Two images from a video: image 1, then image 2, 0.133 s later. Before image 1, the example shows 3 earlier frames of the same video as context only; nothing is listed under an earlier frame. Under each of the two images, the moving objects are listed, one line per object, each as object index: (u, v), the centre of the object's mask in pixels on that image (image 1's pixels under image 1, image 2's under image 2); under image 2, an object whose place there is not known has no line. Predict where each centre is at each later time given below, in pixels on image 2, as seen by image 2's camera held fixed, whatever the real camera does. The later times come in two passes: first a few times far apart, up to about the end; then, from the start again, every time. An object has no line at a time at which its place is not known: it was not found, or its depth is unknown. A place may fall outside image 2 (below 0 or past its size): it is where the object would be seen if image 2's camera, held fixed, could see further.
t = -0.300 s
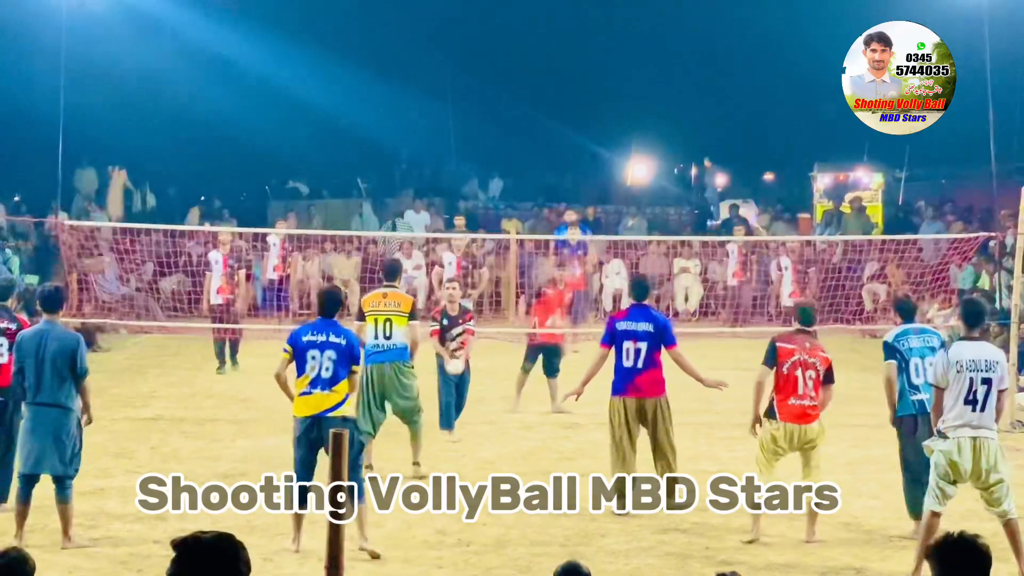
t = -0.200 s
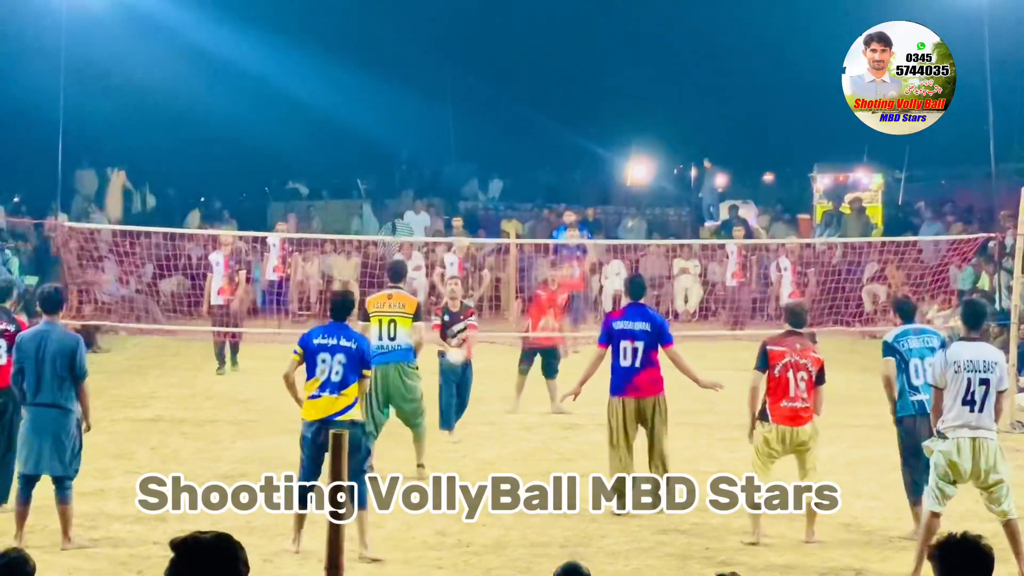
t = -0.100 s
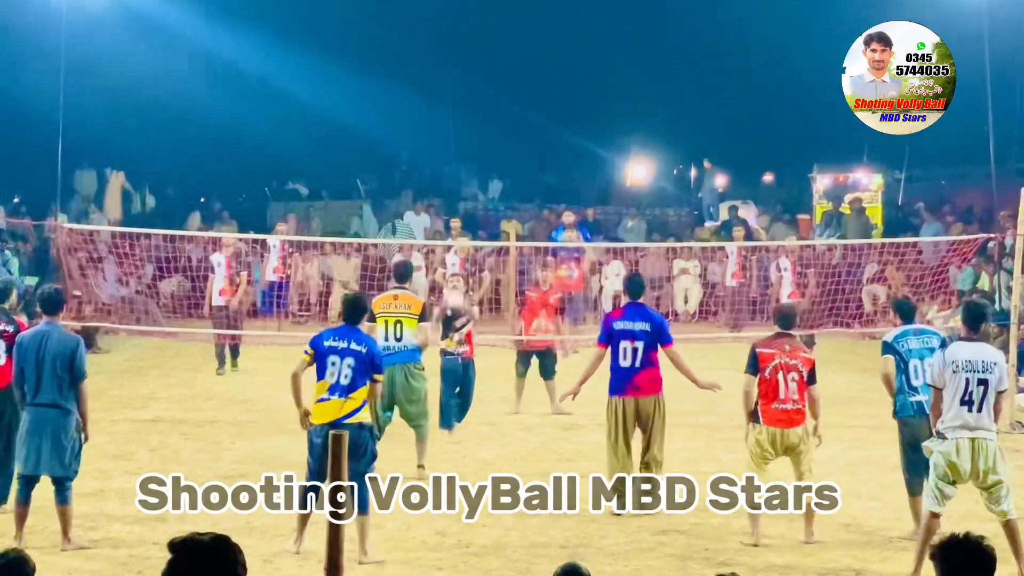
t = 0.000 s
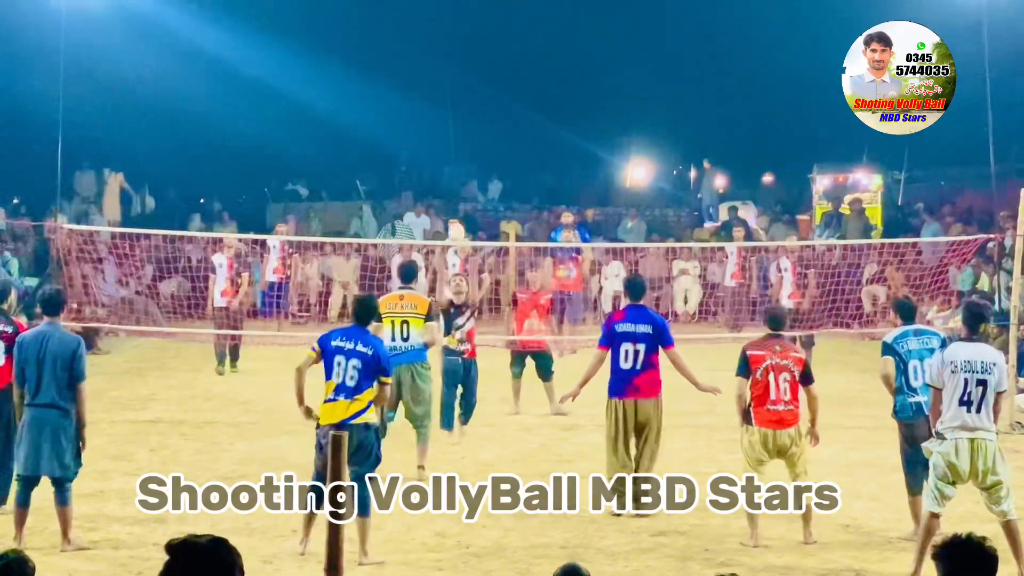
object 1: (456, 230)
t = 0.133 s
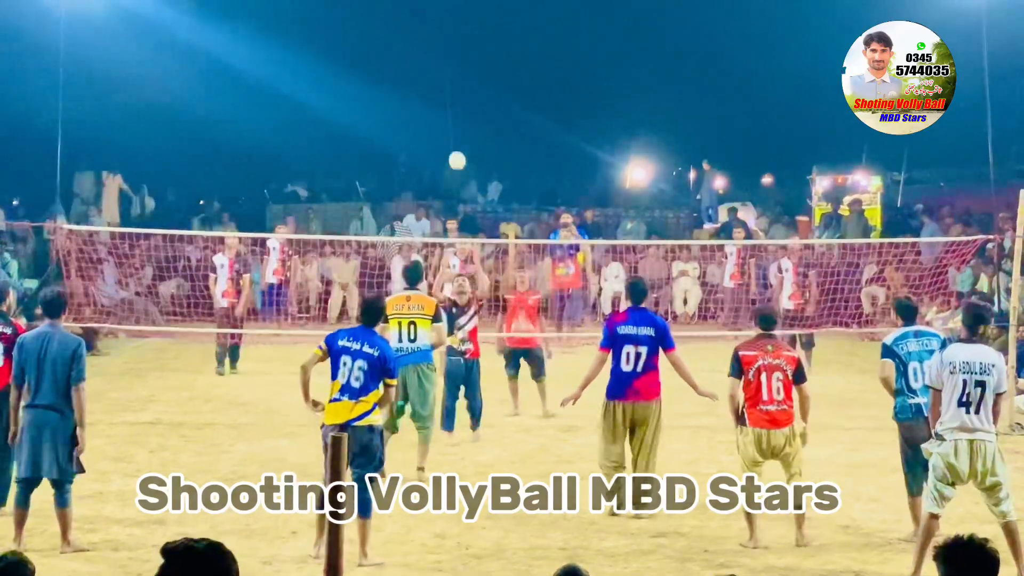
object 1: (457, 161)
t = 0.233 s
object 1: (459, 118)
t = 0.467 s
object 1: (460, 62)
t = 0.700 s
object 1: (461, 65)
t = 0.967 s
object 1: (460, 143)
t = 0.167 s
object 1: (458, 146)
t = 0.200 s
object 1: (458, 131)
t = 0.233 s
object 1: (459, 118)
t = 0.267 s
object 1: (459, 107)
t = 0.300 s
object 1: (459, 96)
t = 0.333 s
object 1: (459, 87)
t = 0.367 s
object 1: (460, 79)
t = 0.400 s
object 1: (460, 72)
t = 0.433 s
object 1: (460, 66)
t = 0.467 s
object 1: (460, 62)
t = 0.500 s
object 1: (461, 58)
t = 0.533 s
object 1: (461, 56)
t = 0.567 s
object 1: (461, 56)
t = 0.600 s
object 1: (461, 56)
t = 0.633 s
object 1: (461, 58)
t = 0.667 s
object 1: (461, 61)
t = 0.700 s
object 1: (461, 65)
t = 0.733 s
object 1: (461, 70)
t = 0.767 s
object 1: (461, 77)
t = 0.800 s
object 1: (461, 85)
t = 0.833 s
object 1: (461, 94)
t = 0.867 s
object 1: (461, 104)
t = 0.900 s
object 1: (461, 116)
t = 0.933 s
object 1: (461, 129)
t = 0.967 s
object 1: (460, 143)
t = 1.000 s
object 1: (460, 159)
